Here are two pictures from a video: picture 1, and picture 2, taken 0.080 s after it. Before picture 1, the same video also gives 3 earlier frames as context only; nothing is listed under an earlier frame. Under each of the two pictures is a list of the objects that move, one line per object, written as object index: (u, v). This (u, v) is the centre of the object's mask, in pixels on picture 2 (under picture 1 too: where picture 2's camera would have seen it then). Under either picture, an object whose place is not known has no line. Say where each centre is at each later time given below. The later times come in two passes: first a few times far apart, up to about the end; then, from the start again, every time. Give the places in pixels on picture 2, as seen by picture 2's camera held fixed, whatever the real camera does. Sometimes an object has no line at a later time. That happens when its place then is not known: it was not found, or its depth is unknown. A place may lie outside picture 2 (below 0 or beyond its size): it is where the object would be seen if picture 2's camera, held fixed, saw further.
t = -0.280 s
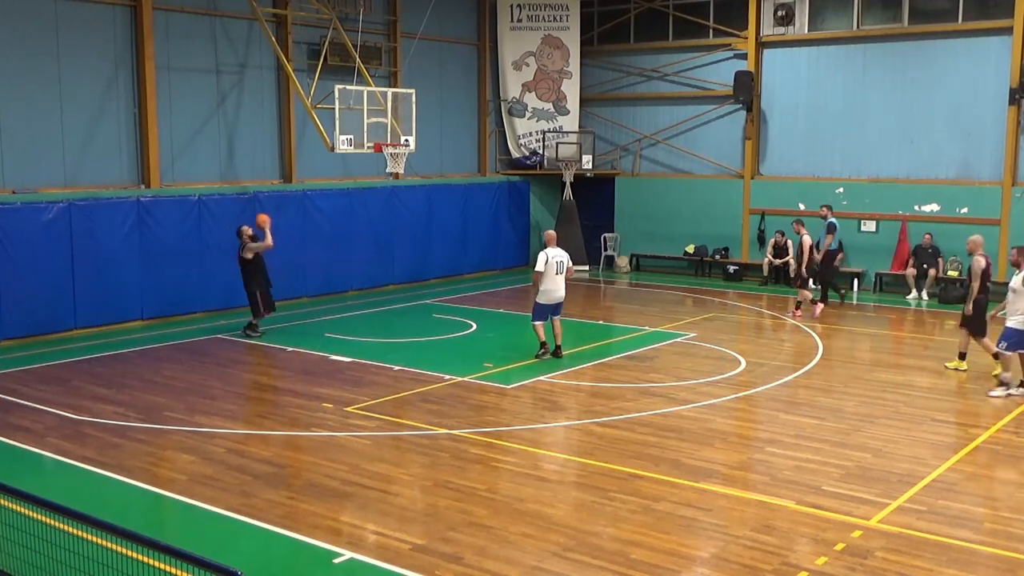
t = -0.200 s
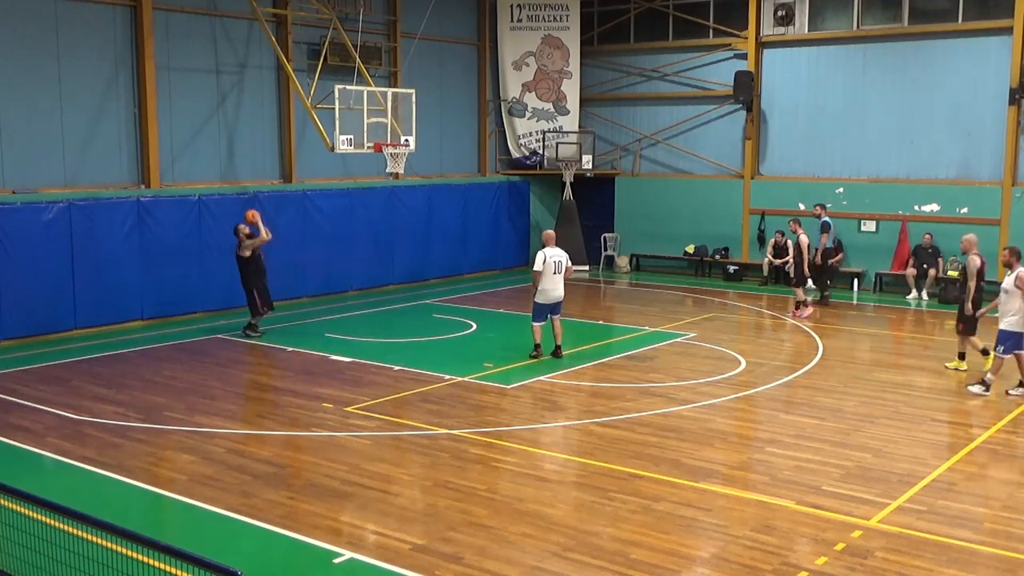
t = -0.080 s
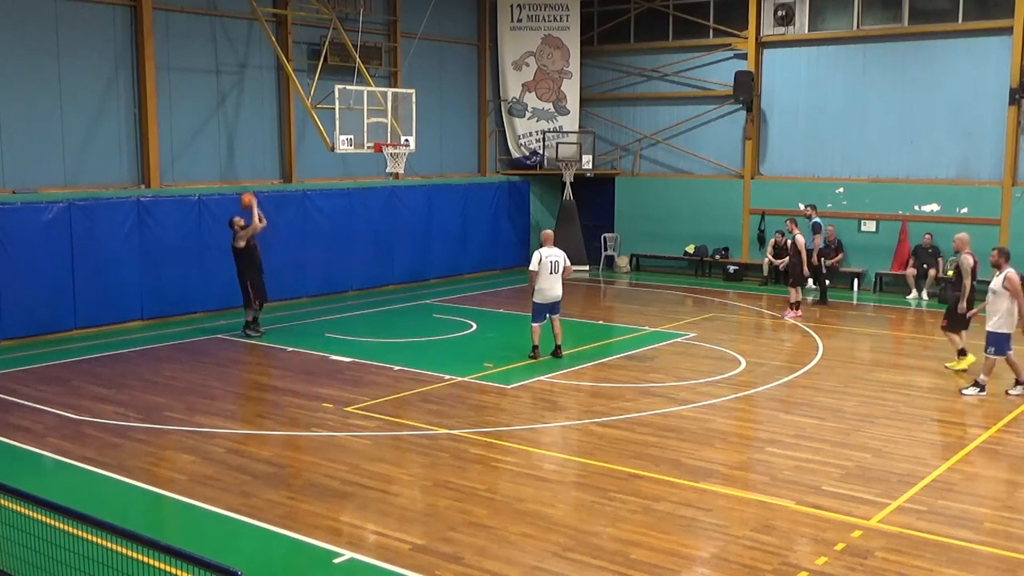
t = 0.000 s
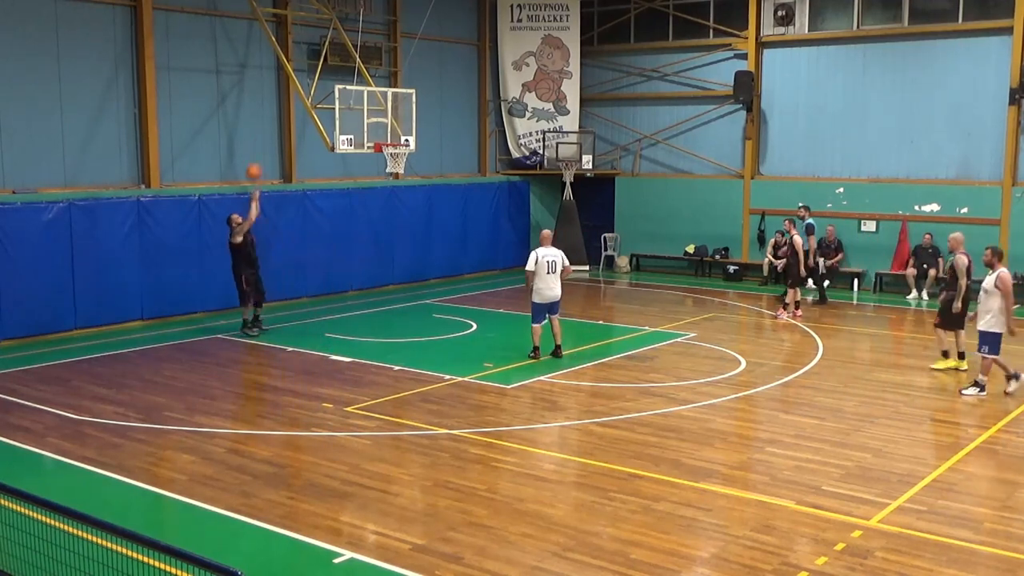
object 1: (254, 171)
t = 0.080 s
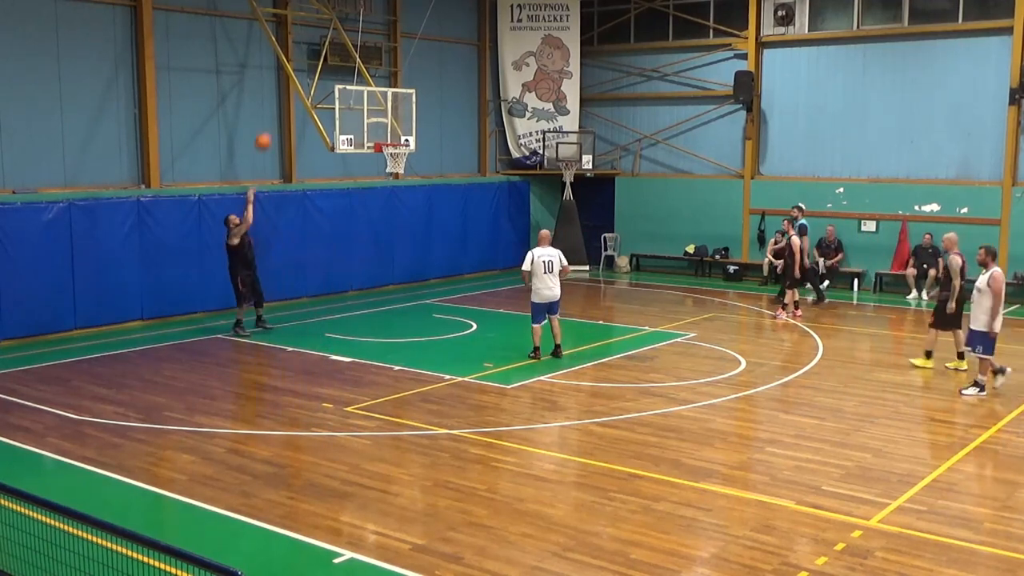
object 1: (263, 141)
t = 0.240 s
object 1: (282, 92)
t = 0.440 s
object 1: (307, 55)
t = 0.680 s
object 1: (335, 44)
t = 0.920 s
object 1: (364, 70)
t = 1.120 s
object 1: (388, 118)
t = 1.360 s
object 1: (389, 141)
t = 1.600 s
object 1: (397, 147)
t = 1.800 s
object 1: (390, 164)
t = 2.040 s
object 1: (387, 193)
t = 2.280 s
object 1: (386, 255)
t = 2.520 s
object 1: (386, 305)
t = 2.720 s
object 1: (392, 256)
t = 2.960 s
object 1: (401, 228)
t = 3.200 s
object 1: (410, 234)
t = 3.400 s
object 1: (418, 267)
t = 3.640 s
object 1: (427, 327)
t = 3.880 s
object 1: (431, 281)
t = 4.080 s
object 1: (434, 268)
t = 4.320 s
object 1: (439, 285)
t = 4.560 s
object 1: (444, 338)
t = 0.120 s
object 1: (267, 127)
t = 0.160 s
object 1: (273, 115)
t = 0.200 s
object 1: (277, 103)
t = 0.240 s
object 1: (282, 92)
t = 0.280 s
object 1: (286, 83)
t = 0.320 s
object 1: (292, 75)
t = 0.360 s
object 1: (297, 67)
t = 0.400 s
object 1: (302, 60)
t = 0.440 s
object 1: (307, 55)
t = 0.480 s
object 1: (311, 51)
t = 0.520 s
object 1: (315, 47)
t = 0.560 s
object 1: (320, 45)
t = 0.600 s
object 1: (325, 44)
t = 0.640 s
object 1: (330, 44)
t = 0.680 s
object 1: (335, 44)
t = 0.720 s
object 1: (340, 46)
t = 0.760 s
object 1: (345, 49)
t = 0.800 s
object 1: (349, 53)
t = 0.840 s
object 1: (354, 58)
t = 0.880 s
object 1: (360, 63)
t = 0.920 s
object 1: (364, 70)
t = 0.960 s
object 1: (370, 78)
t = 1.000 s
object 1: (374, 86)
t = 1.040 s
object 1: (378, 96)
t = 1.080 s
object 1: (383, 107)
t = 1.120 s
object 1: (388, 118)
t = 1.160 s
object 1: (393, 130)
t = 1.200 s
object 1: (396, 139)
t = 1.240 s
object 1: (398, 140)
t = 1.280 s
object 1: (397, 140)
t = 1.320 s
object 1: (394, 140)
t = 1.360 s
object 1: (389, 141)
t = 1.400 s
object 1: (393, 140)
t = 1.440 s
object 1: (397, 141)
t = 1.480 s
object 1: (399, 141)
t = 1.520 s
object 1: (399, 140)
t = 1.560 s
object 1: (399, 141)
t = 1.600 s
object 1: (397, 147)
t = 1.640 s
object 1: (395, 150)
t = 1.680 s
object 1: (394, 152)
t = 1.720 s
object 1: (392, 156)
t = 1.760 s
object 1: (390, 160)
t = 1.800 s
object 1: (390, 164)
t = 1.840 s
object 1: (389, 170)
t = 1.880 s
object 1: (388, 172)
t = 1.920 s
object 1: (387, 175)
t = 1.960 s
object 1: (387, 179)
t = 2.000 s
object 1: (387, 186)
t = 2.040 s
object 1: (387, 193)
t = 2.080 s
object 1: (387, 201)
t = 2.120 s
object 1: (386, 210)
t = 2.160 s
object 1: (386, 219)
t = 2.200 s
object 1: (386, 230)
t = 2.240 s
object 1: (386, 243)
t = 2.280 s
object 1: (386, 255)
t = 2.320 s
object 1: (385, 269)
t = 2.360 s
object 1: (385, 283)
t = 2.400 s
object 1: (384, 299)
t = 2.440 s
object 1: (384, 316)
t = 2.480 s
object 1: (385, 317)
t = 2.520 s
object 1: (386, 305)
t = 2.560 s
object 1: (387, 293)
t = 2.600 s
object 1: (388, 282)
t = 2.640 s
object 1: (390, 273)
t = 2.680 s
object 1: (391, 264)
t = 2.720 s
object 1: (392, 256)
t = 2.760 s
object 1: (394, 249)
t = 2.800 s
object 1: (395, 243)
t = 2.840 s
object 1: (396, 237)
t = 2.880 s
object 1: (398, 233)
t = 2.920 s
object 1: (399, 230)
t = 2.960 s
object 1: (401, 228)
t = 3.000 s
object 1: (402, 226)
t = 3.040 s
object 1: (404, 226)
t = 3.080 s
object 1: (405, 226)
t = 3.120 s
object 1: (407, 228)
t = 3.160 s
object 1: (408, 231)
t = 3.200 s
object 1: (410, 234)
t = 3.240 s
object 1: (412, 238)
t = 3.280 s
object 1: (413, 244)
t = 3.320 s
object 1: (415, 251)
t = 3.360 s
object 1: (416, 258)
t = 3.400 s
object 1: (418, 267)
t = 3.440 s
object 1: (419, 276)
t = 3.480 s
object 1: (421, 286)
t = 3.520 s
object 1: (422, 298)
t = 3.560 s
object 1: (424, 311)
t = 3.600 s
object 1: (425, 324)
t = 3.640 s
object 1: (427, 327)
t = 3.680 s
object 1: (427, 318)
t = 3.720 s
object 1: (428, 309)
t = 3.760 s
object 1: (429, 299)
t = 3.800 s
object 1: (430, 292)
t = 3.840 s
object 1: (430, 286)
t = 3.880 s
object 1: (431, 281)
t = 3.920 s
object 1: (432, 275)
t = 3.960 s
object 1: (432, 273)
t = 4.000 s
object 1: (433, 270)
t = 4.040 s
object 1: (434, 269)
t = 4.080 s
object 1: (434, 268)
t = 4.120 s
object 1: (435, 268)
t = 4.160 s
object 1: (436, 269)
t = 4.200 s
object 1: (437, 272)
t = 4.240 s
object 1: (438, 275)
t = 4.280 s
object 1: (439, 280)
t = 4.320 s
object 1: (439, 285)
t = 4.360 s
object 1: (440, 292)
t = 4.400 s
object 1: (441, 299)
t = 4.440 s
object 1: (442, 308)
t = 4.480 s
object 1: (442, 318)
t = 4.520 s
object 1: (443, 328)
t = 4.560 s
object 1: (444, 338)
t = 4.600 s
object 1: (445, 329)
